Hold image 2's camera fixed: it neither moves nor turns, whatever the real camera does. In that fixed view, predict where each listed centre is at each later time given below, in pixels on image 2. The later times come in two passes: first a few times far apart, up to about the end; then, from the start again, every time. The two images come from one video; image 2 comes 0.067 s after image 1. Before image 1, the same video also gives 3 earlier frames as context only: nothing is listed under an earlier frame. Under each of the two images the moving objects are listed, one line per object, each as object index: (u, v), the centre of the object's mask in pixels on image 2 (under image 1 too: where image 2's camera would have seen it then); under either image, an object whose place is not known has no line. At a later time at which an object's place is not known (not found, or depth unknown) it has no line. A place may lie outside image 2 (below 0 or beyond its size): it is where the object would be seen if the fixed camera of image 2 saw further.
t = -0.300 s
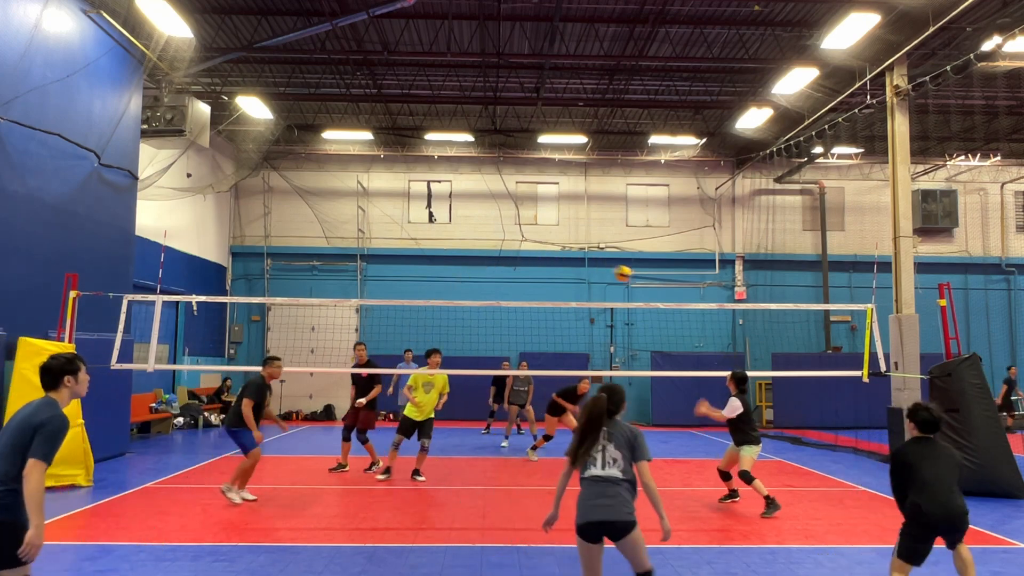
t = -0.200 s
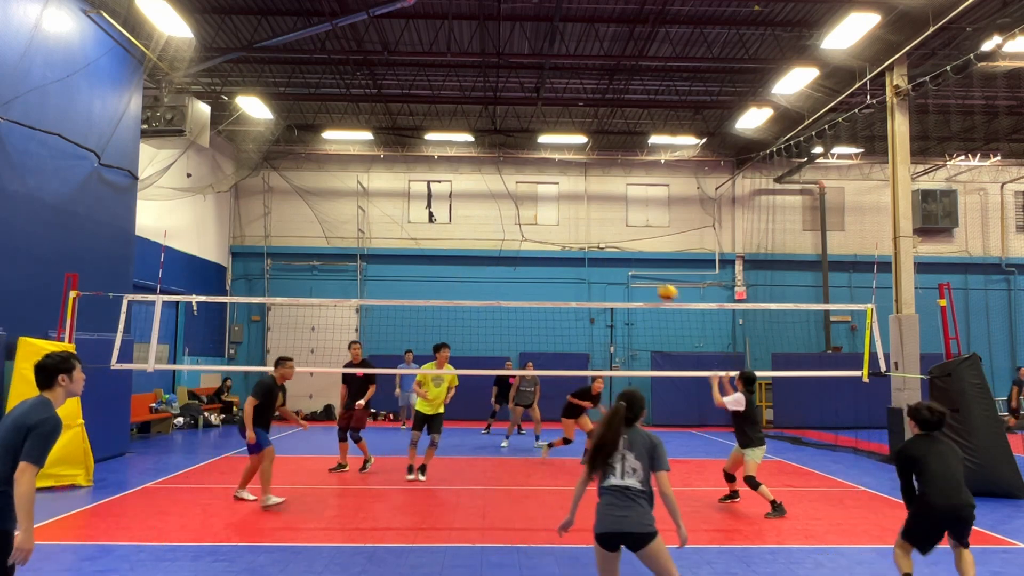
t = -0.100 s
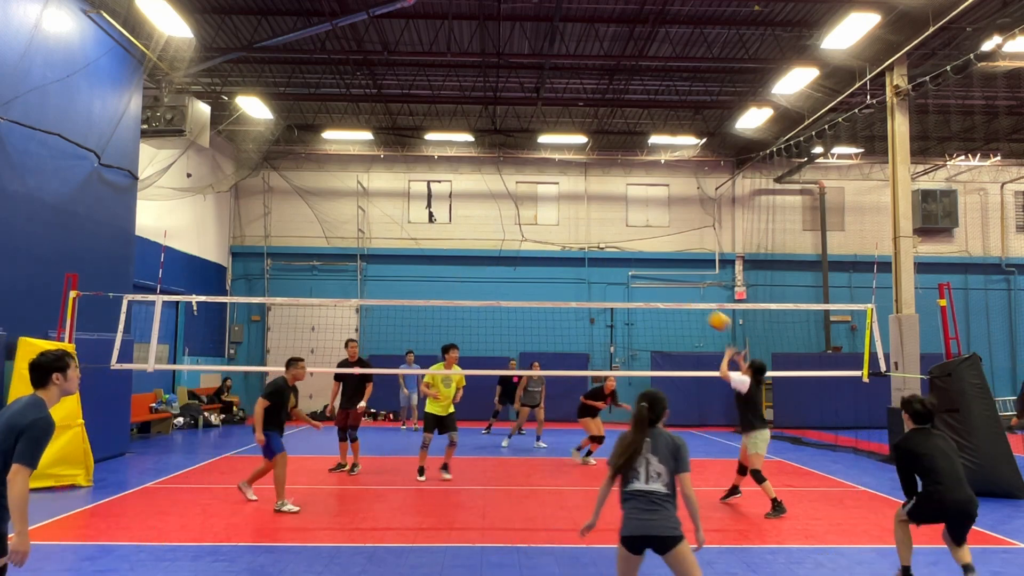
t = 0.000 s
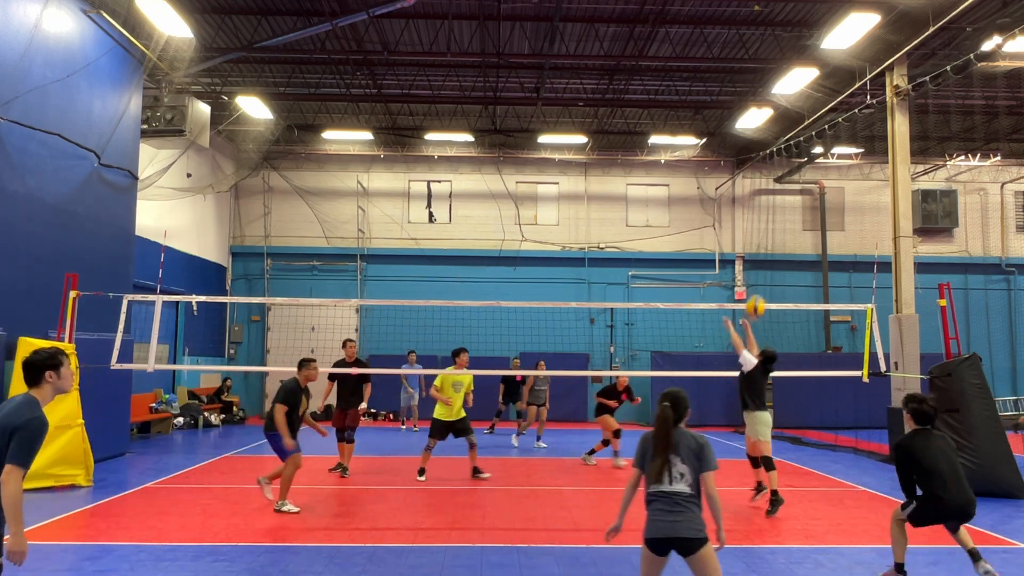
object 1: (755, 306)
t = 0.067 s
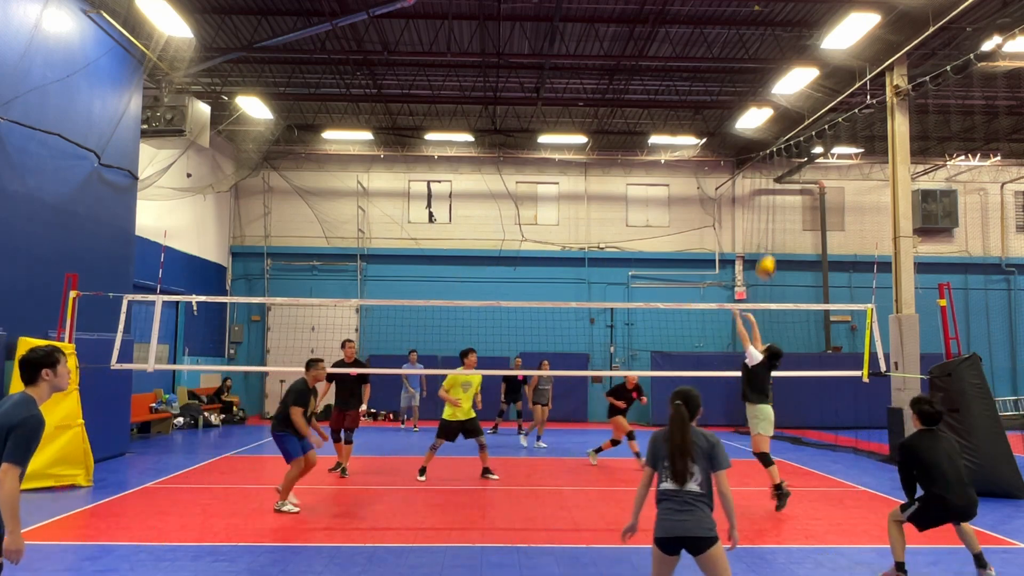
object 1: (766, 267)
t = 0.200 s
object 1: (789, 196)
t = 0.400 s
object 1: (828, 116)
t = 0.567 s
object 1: (863, 74)
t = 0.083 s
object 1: (768, 258)
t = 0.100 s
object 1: (772, 248)
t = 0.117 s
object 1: (775, 238)
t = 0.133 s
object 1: (778, 229)
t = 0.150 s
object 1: (780, 221)
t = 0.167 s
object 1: (783, 212)
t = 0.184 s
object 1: (786, 204)
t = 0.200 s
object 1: (789, 196)
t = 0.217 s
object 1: (792, 187)
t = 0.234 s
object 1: (795, 180)
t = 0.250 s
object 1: (798, 173)
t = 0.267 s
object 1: (801, 166)
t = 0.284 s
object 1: (804, 158)
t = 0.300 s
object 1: (808, 151)
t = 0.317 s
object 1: (811, 145)
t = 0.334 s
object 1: (814, 139)
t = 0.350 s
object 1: (817, 134)
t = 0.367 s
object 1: (821, 128)
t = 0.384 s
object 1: (824, 123)
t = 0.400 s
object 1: (828, 116)
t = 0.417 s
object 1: (832, 111)
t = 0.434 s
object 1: (835, 106)
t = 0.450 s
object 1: (838, 101)
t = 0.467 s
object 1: (842, 97)
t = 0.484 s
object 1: (845, 91)
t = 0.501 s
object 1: (850, 87)
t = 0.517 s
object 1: (853, 84)
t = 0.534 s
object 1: (856, 81)
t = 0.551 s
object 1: (860, 78)
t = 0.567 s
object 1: (863, 74)
